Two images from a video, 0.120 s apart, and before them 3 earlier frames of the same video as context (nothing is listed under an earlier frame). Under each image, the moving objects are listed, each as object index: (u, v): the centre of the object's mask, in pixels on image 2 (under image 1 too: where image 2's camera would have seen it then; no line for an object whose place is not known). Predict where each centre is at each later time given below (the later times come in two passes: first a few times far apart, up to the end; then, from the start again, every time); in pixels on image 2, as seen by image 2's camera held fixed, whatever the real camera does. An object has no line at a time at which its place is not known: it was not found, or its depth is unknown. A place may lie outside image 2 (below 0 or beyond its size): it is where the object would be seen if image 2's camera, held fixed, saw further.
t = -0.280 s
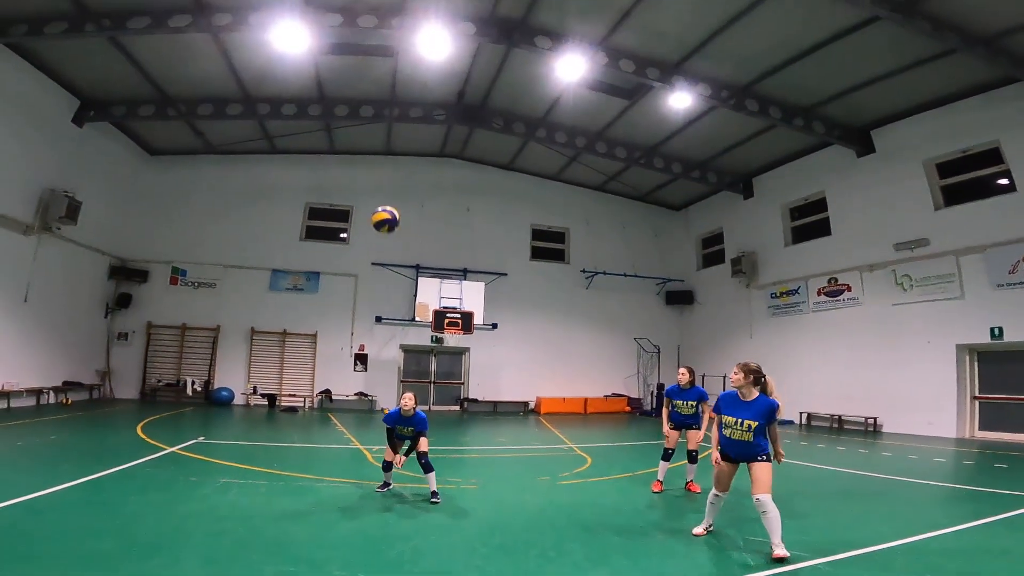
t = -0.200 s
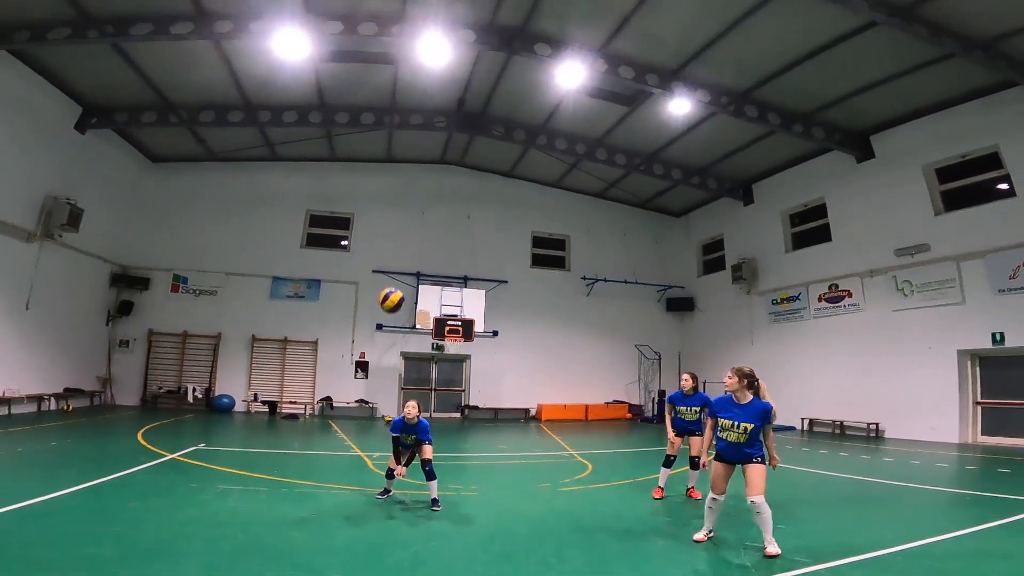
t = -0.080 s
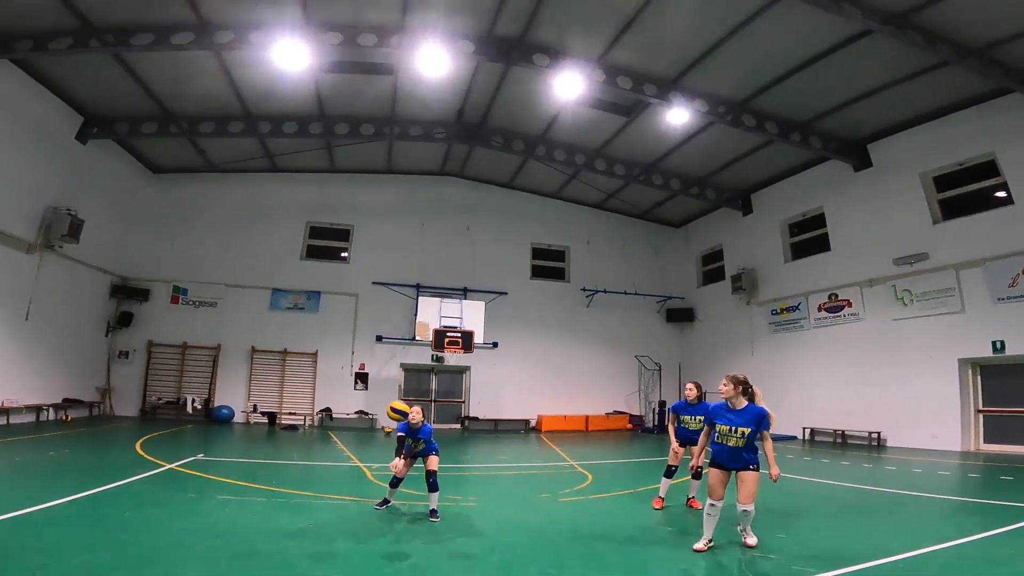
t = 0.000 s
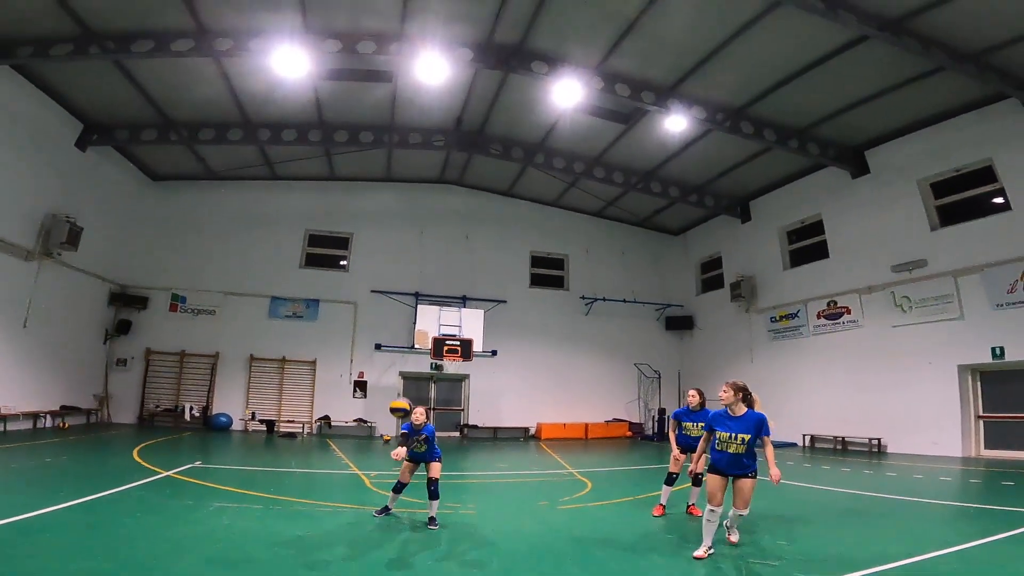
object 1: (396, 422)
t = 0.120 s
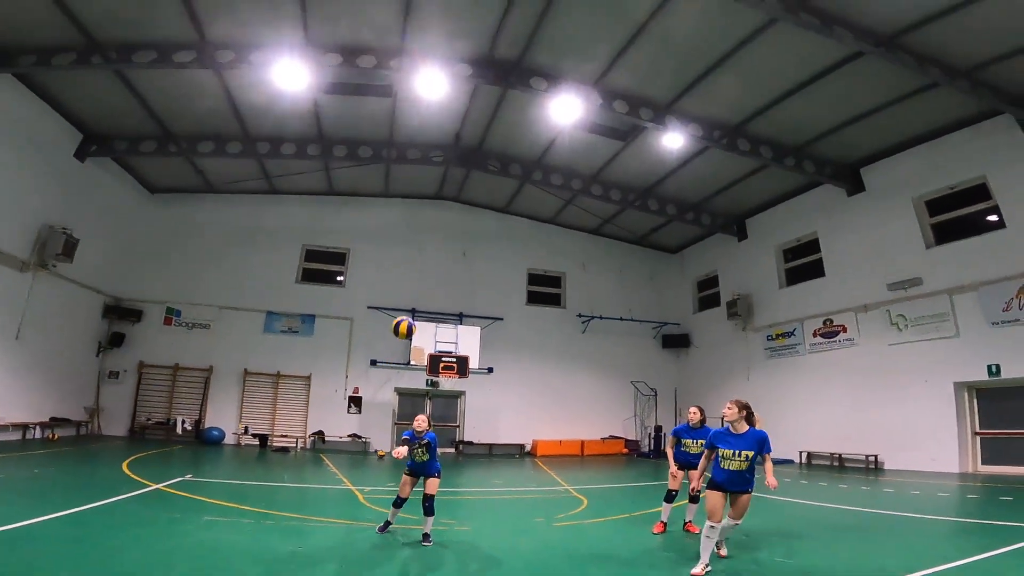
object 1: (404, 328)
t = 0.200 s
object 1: (411, 270)
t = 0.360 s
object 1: (427, 177)
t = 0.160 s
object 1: (407, 299)
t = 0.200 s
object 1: (411, 270)
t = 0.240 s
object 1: (415, 244)
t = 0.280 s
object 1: (418, 220)
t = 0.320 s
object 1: (423, 198)
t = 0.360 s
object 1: (427, 177)
